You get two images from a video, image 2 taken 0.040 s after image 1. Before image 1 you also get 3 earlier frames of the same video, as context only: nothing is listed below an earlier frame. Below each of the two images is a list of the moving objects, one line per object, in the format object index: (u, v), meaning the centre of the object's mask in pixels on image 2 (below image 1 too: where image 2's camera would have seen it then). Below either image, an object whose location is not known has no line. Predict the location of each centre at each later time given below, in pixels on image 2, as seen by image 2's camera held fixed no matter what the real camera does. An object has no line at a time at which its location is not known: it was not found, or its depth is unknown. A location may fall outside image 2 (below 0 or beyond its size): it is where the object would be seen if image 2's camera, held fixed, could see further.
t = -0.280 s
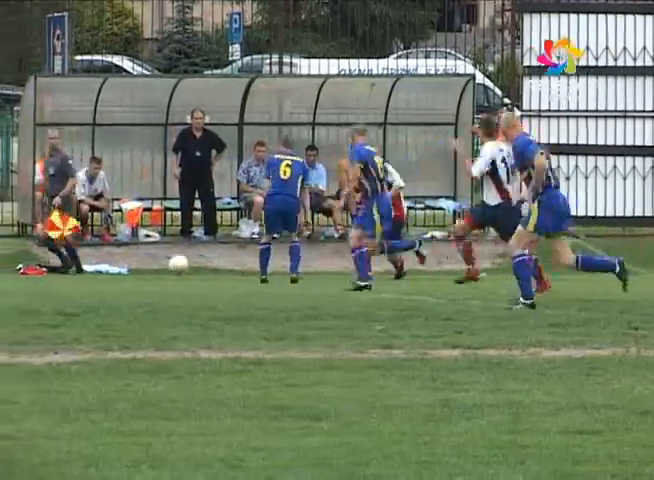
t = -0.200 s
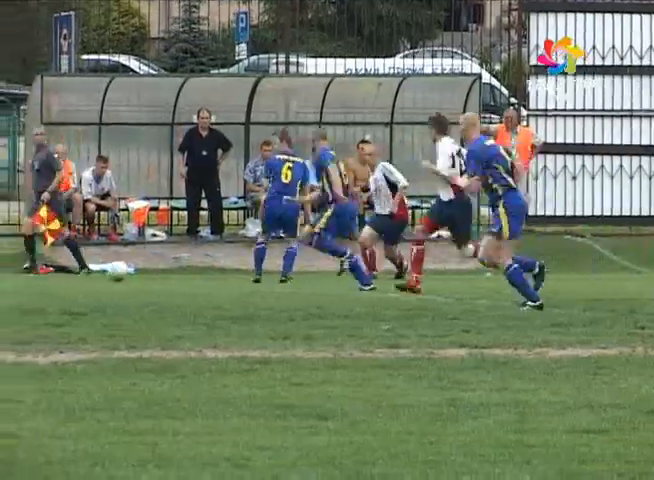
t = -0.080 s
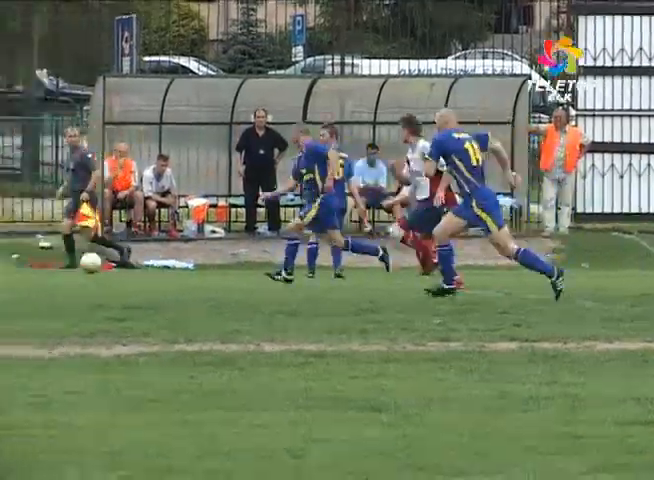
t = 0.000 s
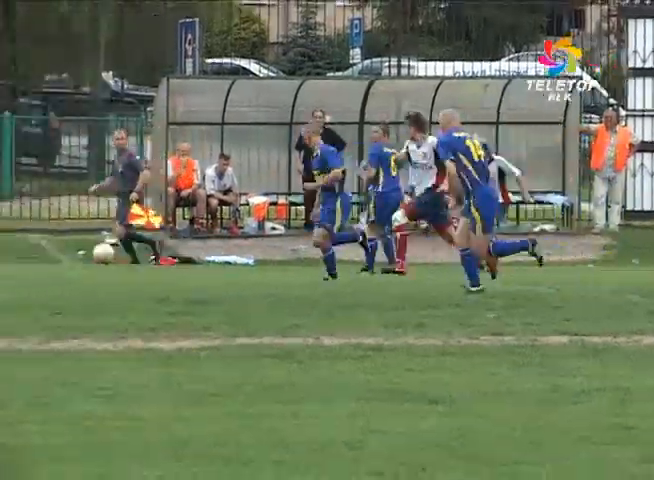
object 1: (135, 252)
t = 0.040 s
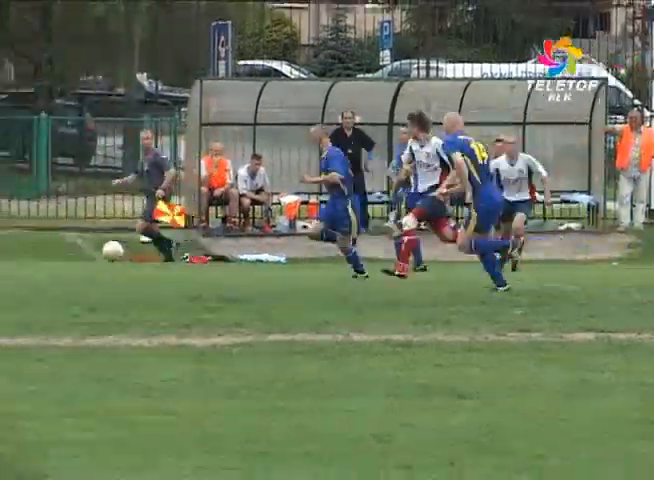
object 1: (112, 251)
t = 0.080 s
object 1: (89, 252)
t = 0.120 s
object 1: (65, 255)
